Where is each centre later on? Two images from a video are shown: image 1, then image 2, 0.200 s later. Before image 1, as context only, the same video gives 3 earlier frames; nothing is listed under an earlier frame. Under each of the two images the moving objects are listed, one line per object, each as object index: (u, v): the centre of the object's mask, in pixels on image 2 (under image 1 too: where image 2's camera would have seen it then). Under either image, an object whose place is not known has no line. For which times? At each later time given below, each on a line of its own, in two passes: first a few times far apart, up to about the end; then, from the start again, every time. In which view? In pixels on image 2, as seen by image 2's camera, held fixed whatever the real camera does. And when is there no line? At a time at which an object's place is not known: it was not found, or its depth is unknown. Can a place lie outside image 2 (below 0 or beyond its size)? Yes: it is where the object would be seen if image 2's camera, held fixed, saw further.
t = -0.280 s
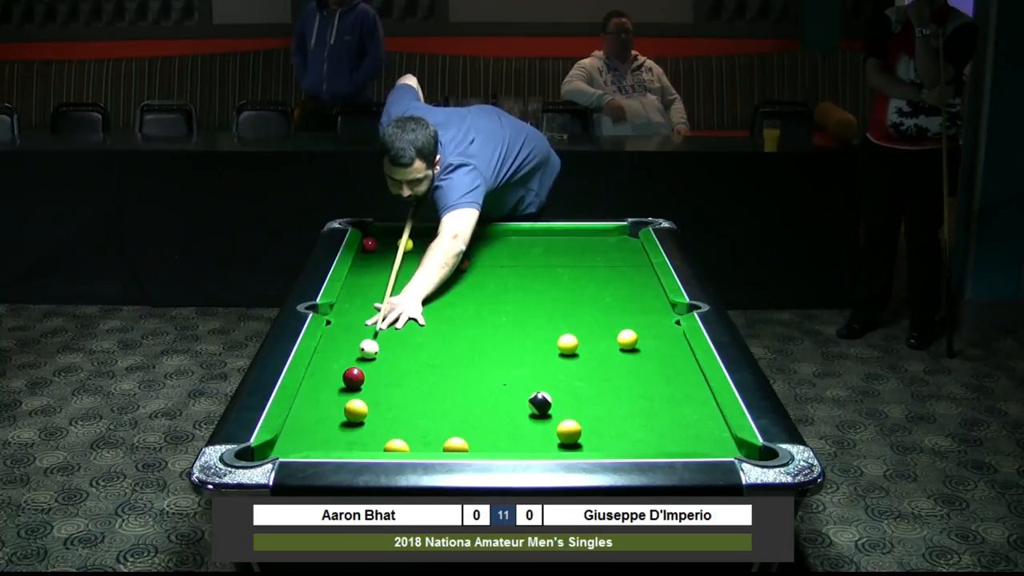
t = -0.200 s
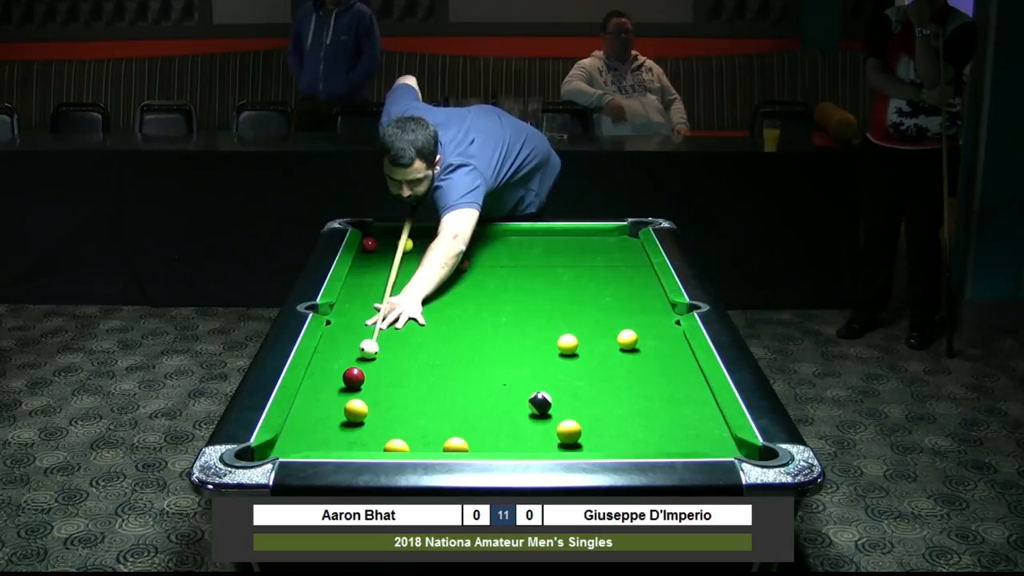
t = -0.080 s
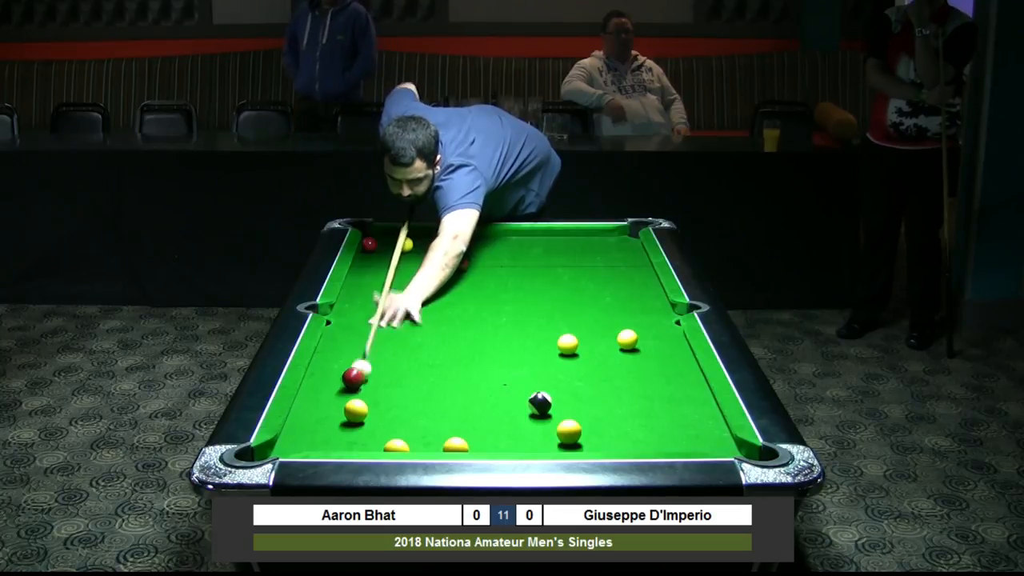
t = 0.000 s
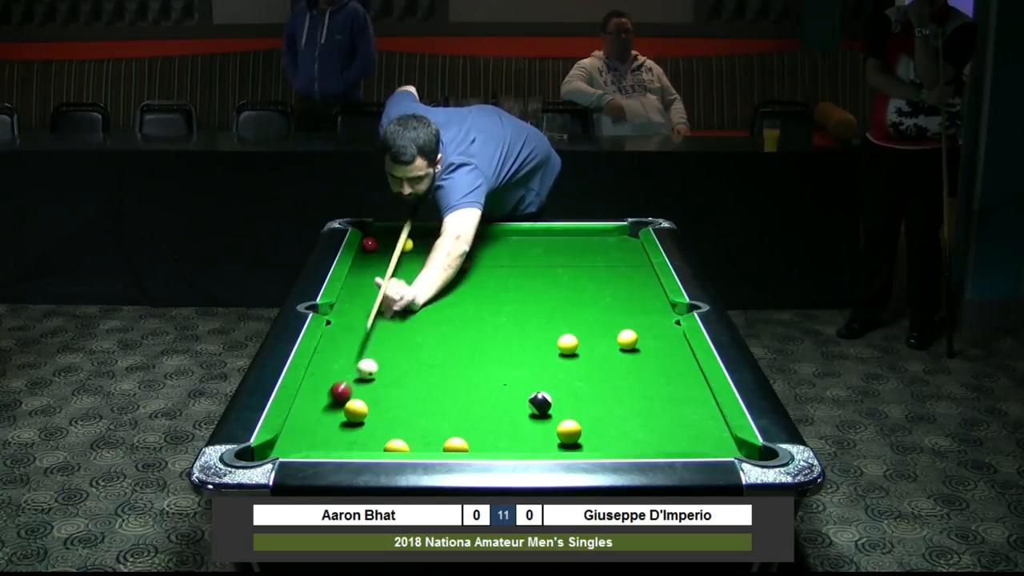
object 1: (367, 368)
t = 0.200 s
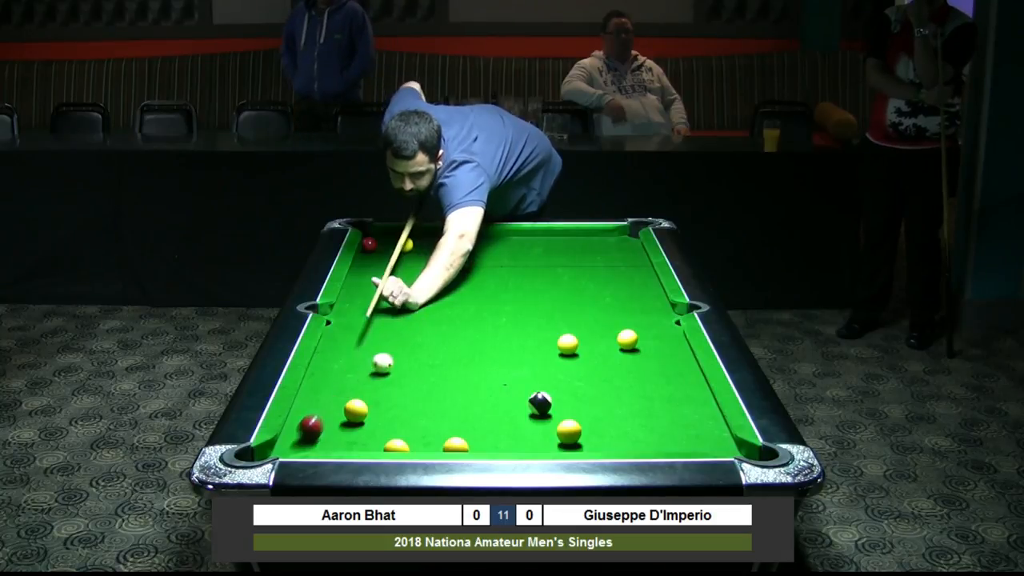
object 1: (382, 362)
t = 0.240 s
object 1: (385, 361)
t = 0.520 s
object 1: (404, 354)
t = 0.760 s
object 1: (419, 349)
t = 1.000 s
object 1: (431, 345)
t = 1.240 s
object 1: (442, 341)
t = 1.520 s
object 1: (453, 338)
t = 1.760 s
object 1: (460, 336)
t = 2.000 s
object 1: (466, 334)
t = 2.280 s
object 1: (471, 333)
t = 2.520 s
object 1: (473, 333)
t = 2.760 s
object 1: (473, 333)
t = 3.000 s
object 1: (473, 333)
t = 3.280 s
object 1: (473, 333)
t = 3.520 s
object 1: (473, 333)
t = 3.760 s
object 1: (473, 333)
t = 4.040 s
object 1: (473, 333)
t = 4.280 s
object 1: (473, 333)
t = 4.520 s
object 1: (473, 333)
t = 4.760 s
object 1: (473, 333)
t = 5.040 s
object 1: (473, 333)
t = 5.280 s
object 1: (473, 333)
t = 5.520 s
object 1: (473, 333)
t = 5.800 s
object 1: (473, 333)
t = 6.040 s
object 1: (473, 333)
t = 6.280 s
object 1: (473, 333)
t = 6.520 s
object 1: (473, 333)
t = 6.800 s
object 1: (473, 333)
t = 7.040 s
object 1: (473, 333)
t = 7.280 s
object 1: (473, 333)
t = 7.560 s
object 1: (473, 333)
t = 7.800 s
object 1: (473, 333)
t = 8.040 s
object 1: (473, 333)
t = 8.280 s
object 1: (473, 333)
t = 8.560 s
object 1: (473, 333)
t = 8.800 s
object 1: (473, 333)
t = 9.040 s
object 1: (473, 333)
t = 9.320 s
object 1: (473, 333)
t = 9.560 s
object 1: (473, 333)
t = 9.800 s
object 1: (473, 333)
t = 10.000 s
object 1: (473, 333)
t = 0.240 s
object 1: (385, 361)
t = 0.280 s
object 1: (388, 360)
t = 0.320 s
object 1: (391, 359)
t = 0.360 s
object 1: (394, 358)
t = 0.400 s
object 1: (397, 357)
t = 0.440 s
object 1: (399, 356)
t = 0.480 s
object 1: (402, 355)
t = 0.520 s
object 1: (404, 354)
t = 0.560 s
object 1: (407, 353)
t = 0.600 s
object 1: (409, 352)
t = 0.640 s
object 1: (412, 351)
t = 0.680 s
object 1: (414, 350)
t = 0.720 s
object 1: (416, 350)
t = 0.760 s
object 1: (419, 349)
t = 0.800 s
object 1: (421, 348)
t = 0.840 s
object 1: (423, 348)
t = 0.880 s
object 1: (425, 347)
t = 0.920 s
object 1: (427, 346)
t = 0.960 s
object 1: (429, 345)
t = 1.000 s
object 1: (431, 345)
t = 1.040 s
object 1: (433, 344)
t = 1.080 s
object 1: (435, 344)
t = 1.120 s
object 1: (437, 343)
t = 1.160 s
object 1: (439, 342)
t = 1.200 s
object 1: (441, 342)
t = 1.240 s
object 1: (442, 341)
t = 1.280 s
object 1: (444, 341)
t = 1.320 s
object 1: (446, 340)
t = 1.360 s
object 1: (447, 340)
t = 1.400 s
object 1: (449, 339)
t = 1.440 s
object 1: (450, 339)
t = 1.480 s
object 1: (451, 338)
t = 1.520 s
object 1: (453, 338)
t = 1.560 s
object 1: (454, 338)
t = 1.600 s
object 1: (455, 337)
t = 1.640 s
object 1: (456, 337)
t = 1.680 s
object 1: (458, 337)
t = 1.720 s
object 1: (459, 336)
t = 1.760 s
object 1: (460, 336)
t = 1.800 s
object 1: (461, 335)
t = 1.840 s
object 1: (462, 335)
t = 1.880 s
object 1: (463, 335)
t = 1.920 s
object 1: (464, 335)
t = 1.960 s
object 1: (465, 334)
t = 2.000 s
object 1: (466, 334)
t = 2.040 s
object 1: (467, 334)
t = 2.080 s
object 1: (467, 334)
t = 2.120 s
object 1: (468, 334)
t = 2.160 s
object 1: (469, 334)
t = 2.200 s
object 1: (470, 334)
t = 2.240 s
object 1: (470, 334)
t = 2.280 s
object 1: (471, 333)
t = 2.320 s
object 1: (471, 333)
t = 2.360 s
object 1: (472, 333)
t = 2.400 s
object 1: (472, 333)
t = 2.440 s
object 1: (472, 333)
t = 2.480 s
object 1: (472, 333)
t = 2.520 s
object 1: (473, 333)
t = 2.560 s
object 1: (473, 333)
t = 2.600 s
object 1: (473, 333)
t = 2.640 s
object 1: (473, 333)
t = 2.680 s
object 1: (473, 333)
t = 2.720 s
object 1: (473, 333)
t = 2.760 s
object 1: (473, 333)
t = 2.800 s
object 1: (473, 333)
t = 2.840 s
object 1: (473, 333)
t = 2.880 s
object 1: (473, 333)
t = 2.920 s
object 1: (473, 333)
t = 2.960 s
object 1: (473, 333)
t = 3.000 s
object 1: (473, 333)
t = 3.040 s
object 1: (473, 333)
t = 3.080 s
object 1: (473, 333)
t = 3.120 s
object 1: (473, 333)
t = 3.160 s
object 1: (473, 333)
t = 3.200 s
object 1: (473, 333)
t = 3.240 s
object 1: (473, 333)
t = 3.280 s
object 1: (473, 333)
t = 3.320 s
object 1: (473, 333)
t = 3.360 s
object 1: (473, 333)
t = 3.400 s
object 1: (473, 333)
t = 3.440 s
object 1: (473, 333)
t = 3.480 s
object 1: (473, 333)
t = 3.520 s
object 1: (473, 333)
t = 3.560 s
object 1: (473, 333)
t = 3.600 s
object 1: (473, 333)
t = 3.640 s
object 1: (473, 333)
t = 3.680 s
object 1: (473, 333)
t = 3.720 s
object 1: (473, 333)
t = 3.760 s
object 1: (473, 333)
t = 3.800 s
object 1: (473, 333)
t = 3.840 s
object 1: (473, 333)
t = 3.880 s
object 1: (473, 333)
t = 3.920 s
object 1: (473, 333)
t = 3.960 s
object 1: (473, 333)
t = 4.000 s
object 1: (473, 333)
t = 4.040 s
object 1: (473, 333)
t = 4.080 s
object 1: (473, 333)
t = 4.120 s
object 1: (473, 333)
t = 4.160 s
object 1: (473, 333)
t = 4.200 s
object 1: (473, 333)
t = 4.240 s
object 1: (473, 333)
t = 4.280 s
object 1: (473, 333)
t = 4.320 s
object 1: (473, 333)
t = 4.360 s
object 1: (473, 333)
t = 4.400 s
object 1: (473, 333)
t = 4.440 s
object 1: (473, 333)
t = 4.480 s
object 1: (473, 333)
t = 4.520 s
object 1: (473, 333)
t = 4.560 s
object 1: (473, 333)
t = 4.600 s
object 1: (473, 333)
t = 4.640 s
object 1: (473, 333)
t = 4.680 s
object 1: (473, 333)
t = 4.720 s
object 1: (473, 333)
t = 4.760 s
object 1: (473, 333)
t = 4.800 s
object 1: (473, 333)
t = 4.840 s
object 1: (473, 333)
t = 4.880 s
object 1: (473, 333)
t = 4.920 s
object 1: (473, 333)
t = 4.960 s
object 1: (473, 333)
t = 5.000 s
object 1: (473, 333)
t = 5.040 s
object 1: (473, 333)
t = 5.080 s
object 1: (473, 333)
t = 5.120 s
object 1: (473, 333)
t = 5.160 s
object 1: (473, 333)
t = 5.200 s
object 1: (473, 333)
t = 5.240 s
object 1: (473, 333)
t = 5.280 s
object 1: (473, 333)
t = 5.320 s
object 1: (473, 333)
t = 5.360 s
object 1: (473, 333)
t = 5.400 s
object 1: (473, 333)
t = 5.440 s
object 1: (473, 333)
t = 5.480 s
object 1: (473, 333)
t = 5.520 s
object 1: (473, 333)
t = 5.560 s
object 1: (473, 333)
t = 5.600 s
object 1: (473, 333)
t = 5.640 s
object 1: (473, 333)
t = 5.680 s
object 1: (473, 333)
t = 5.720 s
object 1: (473, 333)
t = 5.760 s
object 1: (473, 333)
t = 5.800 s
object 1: (473, 333)
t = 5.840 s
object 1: (473, 333)
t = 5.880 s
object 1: (473, 333)
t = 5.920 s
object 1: (473, 333)
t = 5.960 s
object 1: (473, 333)
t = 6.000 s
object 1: (473, 333)
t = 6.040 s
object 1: (473, 333)
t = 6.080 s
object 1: (473, 333)
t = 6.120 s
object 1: (473, 333)
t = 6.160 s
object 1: (473, 333)
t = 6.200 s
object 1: (473, 333)
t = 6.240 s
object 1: (473, 333)
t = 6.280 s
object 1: (473, 333)
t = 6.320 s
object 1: (473, 333)
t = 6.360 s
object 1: (473, 333)
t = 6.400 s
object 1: (473, 333)
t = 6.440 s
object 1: (473, 333)
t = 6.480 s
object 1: (473, 333)
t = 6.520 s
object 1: (473, 333)
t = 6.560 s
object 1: (473, 333)
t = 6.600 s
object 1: (473, 333)
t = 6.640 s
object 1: (473, 333)
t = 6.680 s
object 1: (473, 333)
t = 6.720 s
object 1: (473, 333)
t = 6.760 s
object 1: (473, 333)
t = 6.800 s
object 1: (473, 333)
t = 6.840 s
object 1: (473, 333)
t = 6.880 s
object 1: (473, 333)
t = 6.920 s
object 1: (473, 333)
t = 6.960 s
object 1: (473, 333)
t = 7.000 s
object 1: (473, 333)
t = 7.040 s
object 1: (473, 333)
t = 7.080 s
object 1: (473, 333)
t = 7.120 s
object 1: (473, 333)
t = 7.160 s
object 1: (473, 333)
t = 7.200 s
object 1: (473, 333)
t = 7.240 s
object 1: (473, 333)
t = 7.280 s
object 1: (473, 333)
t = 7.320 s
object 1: (473, 333)
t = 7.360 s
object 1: (473, 333)
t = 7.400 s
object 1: (473, 333)
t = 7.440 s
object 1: (473, 333)
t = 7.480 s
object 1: (473, 333)
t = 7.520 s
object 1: (473, 333)
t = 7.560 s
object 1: (473, 333)
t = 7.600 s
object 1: (473, 333)
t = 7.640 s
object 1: (473, 333)
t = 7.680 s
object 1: (473, 333)
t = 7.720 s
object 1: (473, 333)
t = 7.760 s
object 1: (473, 333)
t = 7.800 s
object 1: (473, 333)
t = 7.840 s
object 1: (473, 333)
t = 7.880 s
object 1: (473, 333)
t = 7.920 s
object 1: (473, 333)
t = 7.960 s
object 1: (473, 333)
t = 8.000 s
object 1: (473, 333)
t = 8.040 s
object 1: (473, 333)
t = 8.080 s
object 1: (473, 333)
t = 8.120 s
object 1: (473, 333)
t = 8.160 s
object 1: (473, 333)
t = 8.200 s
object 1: (473, 333)
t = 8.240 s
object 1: (473, 333)
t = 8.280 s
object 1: (473, 333)
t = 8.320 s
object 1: (473, 333)
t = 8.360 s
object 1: (473, 333)
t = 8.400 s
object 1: (473, 333)
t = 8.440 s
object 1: (473, 333)
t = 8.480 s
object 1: (473, 333)
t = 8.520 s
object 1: (473, 333)
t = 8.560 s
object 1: (473, 333)
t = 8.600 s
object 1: (473, 333)
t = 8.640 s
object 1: (473, 333)
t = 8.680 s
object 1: (473, 333)
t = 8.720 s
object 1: (473, 333)
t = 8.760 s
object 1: (473, 333)
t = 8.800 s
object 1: (473, 333)
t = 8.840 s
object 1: (473, 333)
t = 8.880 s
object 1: (473, 333)
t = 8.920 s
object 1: (473, 333)
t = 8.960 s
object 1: (473, 333)
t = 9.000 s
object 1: (473, 333)
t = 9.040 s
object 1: (473, 333)
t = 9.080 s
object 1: (473, 333)
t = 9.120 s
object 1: (473, 333)
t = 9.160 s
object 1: (473, 333)
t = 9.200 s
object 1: (473, 332)
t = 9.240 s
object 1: (473, 333)
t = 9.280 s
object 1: (473, 333)
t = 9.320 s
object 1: (473, 333)
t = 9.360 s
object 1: (473, 332)
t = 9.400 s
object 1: (473, 333)
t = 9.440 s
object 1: (473, 333)
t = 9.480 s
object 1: (473, 333)
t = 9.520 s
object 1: (473, 332)
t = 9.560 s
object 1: (473, 333)
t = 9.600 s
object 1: (473, 333)
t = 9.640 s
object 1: (473, 333)
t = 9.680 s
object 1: (473, 333)
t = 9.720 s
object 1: (473, 333)
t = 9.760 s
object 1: (473, 333)
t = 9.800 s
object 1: (473, 333)
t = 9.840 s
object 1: (473, 333)
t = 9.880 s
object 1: (473, 333)
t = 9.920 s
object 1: (473, 333)
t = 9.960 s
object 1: (473, 333)
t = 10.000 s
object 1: (473, 333)
